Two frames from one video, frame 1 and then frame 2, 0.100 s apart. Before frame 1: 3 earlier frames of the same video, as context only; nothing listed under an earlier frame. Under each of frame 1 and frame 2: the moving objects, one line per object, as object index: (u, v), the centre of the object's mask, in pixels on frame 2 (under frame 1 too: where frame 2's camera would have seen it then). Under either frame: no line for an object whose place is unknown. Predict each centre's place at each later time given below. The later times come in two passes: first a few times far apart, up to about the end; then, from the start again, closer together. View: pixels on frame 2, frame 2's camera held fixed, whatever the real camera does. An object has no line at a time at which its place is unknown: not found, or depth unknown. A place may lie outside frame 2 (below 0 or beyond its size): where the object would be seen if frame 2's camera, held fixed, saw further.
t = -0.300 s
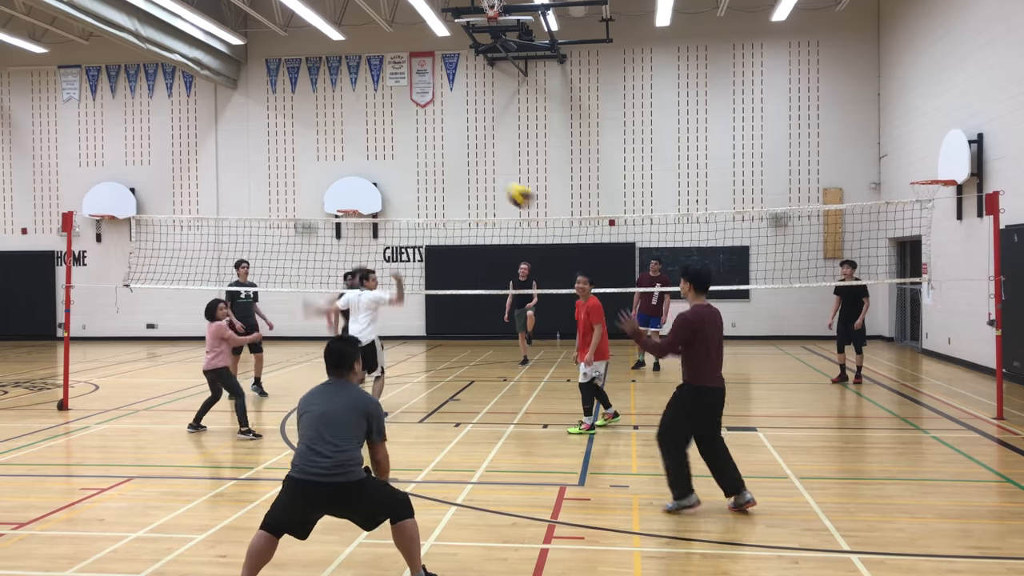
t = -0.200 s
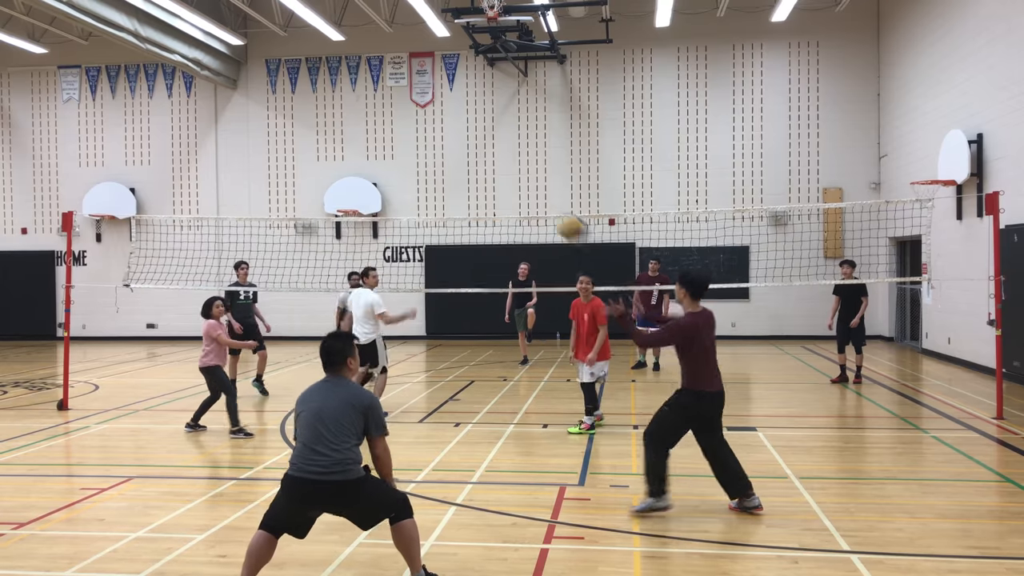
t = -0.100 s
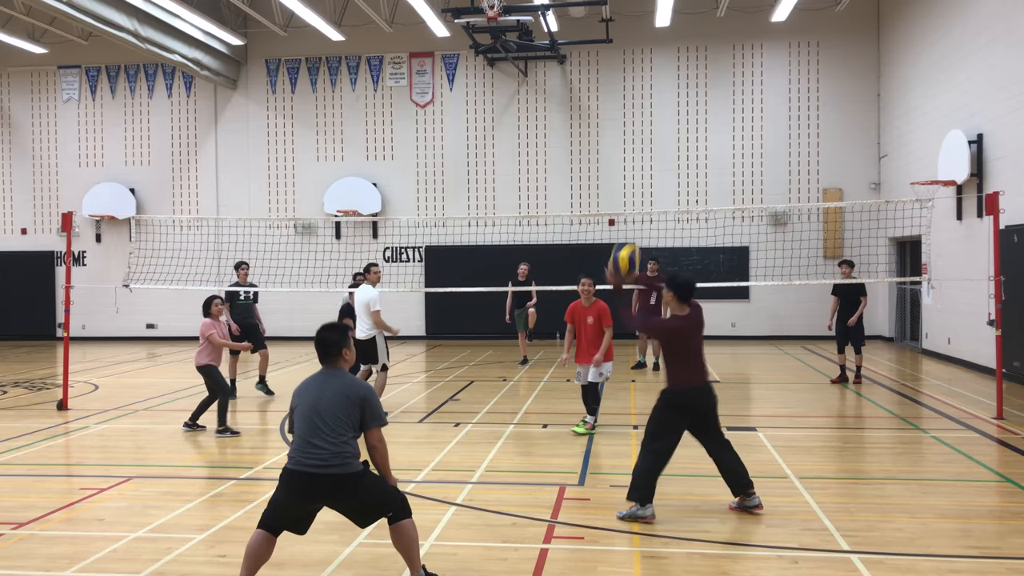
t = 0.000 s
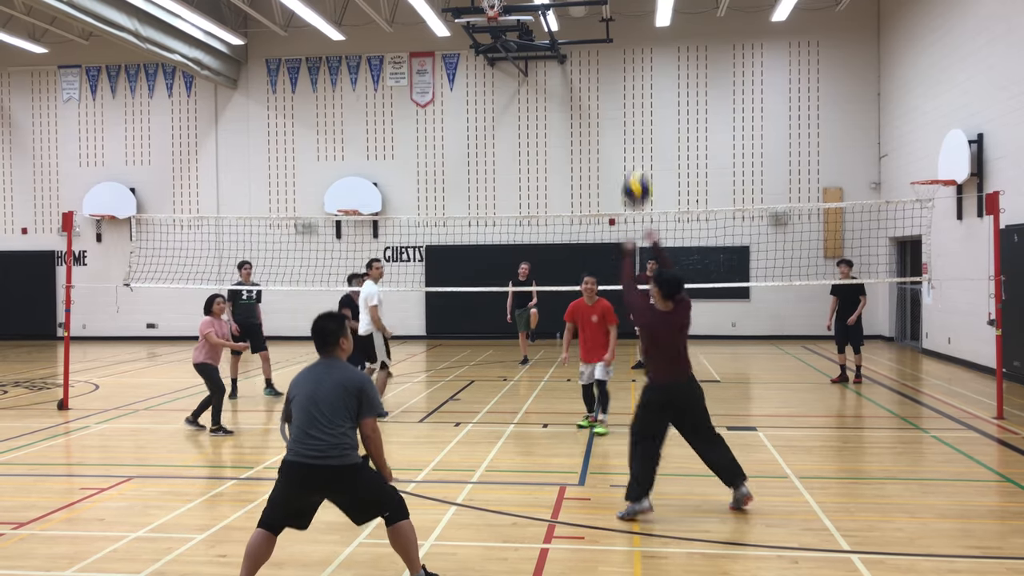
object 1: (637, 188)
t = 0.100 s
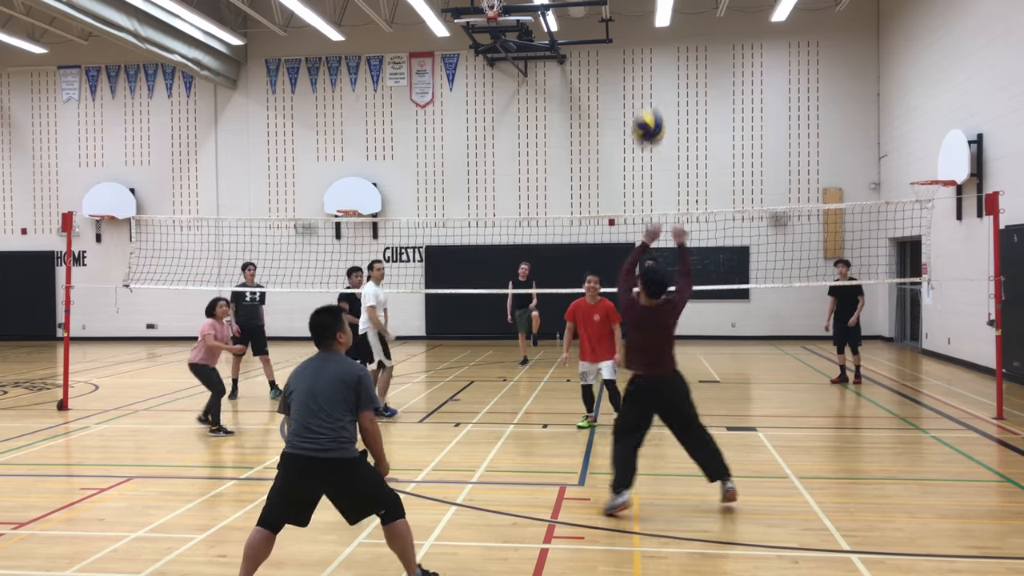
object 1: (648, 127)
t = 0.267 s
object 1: (672, 45)
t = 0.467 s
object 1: (706, 8)
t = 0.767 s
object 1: (775, 74)
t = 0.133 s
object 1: (653, 109)
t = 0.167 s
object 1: (658, 89)
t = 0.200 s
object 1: (662, 74)
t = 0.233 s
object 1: (667, 58)
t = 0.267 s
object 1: (672, 45)
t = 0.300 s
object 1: (677, 33)
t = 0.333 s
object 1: (683, 21)
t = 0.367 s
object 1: (688, 15)
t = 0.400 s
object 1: (693, 11)
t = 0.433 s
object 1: (698, 9)
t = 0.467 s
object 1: (706, 8)
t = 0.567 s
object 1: (725, 10)
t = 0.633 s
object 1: (741, 14)
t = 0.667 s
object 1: (748, 22)
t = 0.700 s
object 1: (757, 34)
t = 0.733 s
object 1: (766, 52)
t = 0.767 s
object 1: (775, 74)
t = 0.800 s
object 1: (784, 99)
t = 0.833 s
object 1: (793, 129)
